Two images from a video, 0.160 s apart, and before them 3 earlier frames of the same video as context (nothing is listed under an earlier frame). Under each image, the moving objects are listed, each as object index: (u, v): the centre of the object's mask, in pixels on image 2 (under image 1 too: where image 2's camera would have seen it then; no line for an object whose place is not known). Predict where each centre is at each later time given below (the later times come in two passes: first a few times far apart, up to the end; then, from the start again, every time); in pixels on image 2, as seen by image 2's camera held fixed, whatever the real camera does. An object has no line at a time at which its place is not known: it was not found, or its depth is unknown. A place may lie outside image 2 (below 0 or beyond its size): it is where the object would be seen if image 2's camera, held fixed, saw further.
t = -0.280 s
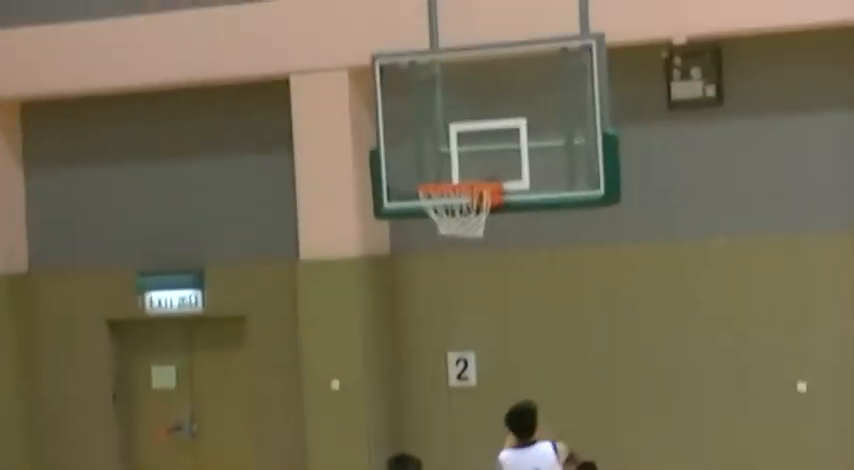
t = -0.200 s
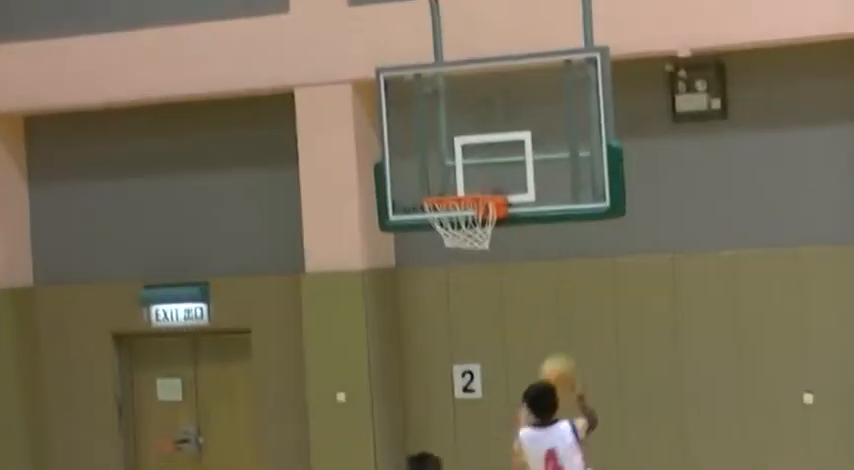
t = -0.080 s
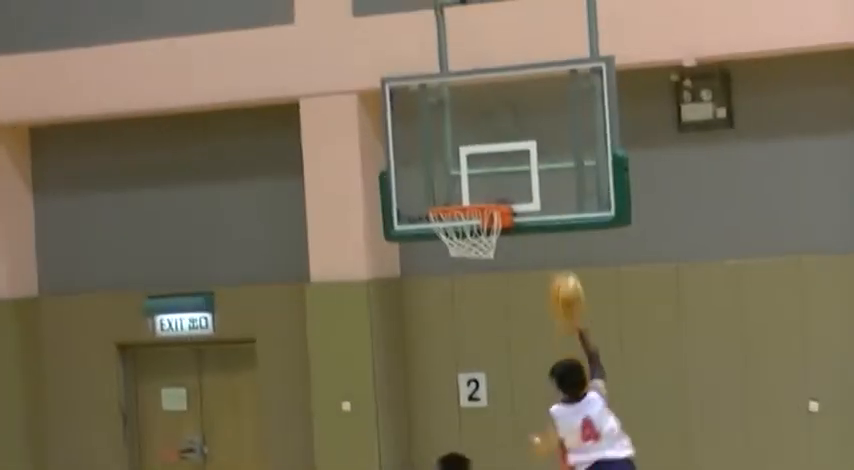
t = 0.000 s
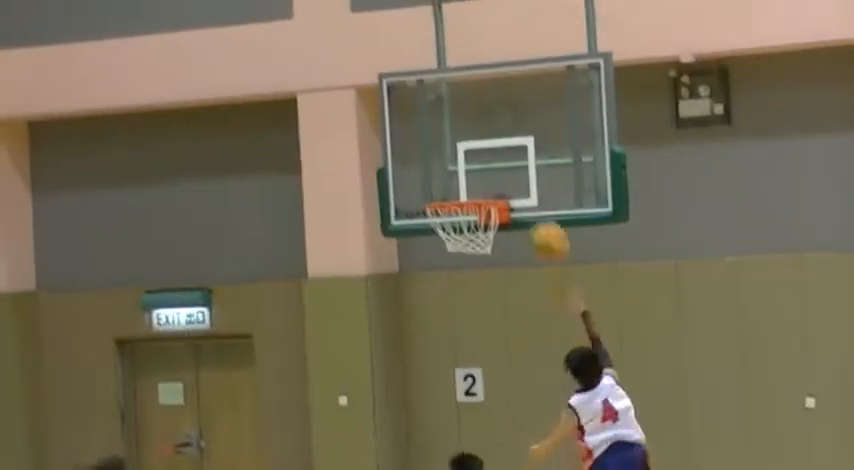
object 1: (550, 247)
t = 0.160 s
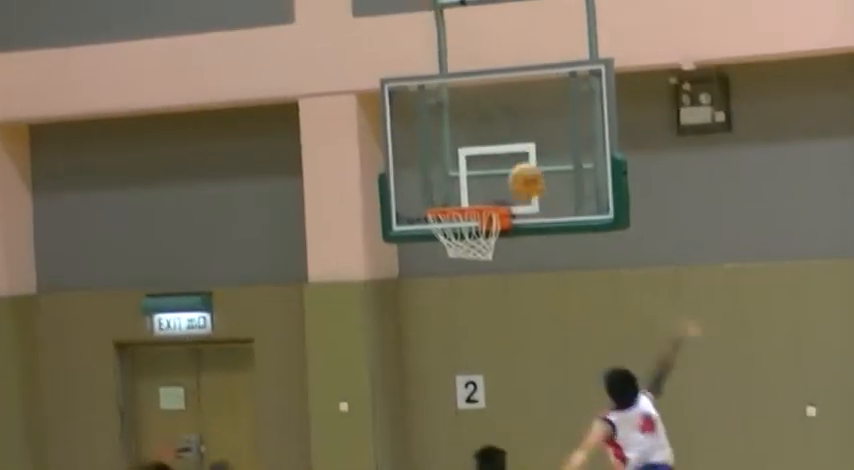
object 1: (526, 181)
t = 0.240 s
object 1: (515, 162)
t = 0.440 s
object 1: (487, 149)
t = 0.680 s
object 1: (454, 199)
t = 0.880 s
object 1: (467, 252)
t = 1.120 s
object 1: (492, 264)
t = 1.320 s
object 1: (509, 347)
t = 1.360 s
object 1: (513, 372)
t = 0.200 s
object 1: (520, 169)
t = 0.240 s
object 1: (515, 162)
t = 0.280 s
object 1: (510, 155)
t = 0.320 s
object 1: (504, 151)
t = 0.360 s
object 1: (499, 150)
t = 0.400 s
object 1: (493, 148)
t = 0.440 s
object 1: (487, 149)
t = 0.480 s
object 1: (482, 153)
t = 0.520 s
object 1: (474, 160)
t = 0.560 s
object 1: (468, 168)
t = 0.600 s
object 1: (462, 179)
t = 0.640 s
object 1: (457, 190)
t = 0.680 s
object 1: (454, 199)
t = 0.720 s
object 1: (457, 215)
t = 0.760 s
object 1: (458, 230)
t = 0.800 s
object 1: (459, 240)
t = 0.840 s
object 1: (465, 243)
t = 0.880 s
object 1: (467, 252)
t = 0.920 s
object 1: (475, 245)
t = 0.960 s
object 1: (481, 242)
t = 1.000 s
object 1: (484, 243)
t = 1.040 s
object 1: (487, 249)
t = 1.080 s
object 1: (488, 255)
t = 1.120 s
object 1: (492, 264)
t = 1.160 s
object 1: (496, 276)
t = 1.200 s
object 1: (497, 292)
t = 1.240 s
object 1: (502, 308)
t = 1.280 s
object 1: (505, 327)
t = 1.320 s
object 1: (509, 347)
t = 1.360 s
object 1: (513, 372)
